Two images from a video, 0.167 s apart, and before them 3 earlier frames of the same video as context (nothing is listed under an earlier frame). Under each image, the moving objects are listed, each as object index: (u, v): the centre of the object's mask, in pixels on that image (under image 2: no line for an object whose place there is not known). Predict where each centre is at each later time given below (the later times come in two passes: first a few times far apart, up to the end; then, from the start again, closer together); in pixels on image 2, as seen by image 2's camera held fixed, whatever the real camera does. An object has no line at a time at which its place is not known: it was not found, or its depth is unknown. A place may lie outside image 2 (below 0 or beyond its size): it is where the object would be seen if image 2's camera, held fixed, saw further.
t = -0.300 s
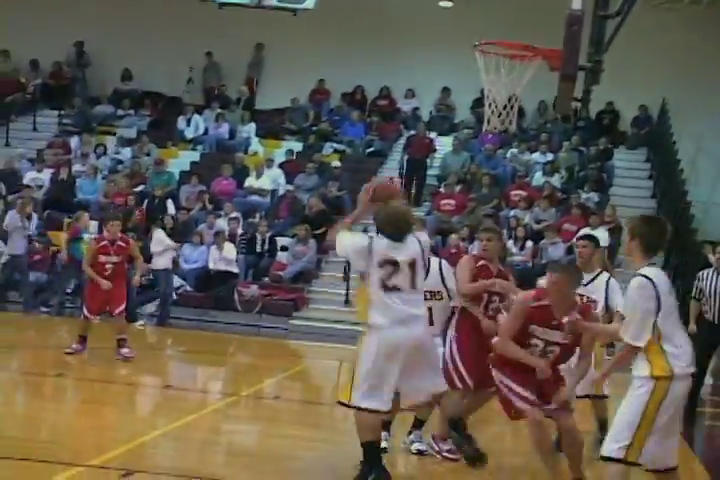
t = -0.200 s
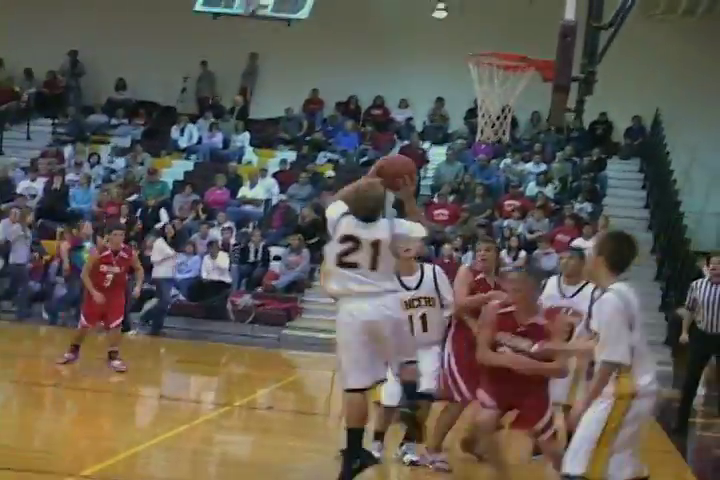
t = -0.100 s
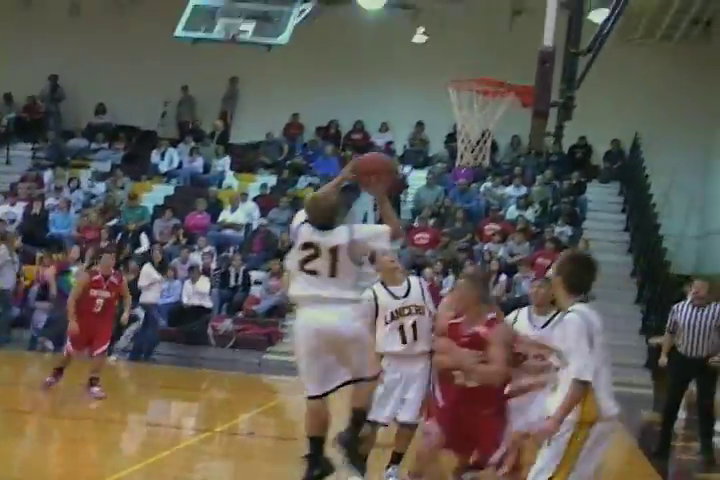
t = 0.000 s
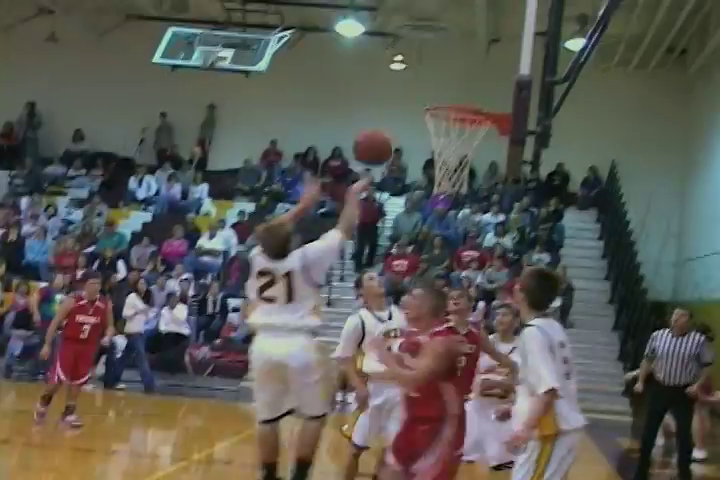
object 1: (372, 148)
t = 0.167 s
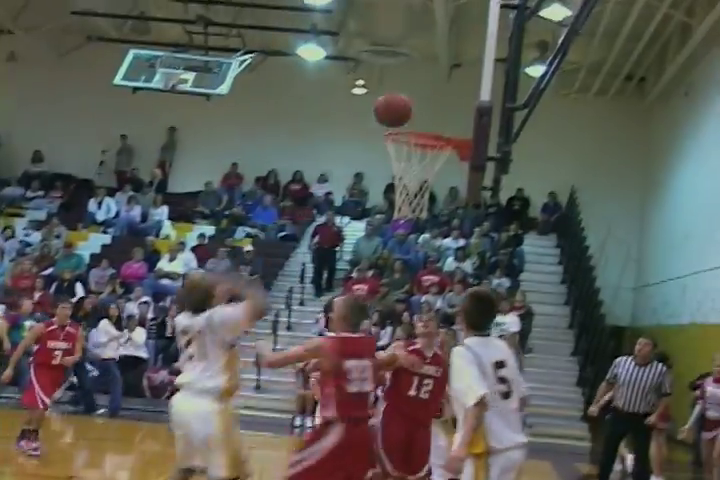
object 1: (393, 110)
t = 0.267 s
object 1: (424, 93)
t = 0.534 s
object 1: (441, 112)
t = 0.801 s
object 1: (391, 181)
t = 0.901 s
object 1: (385, 199)
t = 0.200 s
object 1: (404, 102)
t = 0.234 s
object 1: (414, 97)
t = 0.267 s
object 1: (424, 93)
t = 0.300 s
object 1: (433, 90)
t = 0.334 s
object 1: (443, 89)
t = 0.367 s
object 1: (451, 89)
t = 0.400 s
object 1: (460, 92)
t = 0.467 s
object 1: (454, 99)
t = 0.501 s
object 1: (447, 104)
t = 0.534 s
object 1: (441, 112)
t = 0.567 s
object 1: (434, 119)
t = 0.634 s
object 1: (419, 144)
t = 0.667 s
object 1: (413, 152)
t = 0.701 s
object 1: (405, 164)
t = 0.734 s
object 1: (400, 169)
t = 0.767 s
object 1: (395, 174)
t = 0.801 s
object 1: (391, 181)
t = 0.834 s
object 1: (389, 185)
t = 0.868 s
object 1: (387, 191)
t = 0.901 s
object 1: (385, 199)
